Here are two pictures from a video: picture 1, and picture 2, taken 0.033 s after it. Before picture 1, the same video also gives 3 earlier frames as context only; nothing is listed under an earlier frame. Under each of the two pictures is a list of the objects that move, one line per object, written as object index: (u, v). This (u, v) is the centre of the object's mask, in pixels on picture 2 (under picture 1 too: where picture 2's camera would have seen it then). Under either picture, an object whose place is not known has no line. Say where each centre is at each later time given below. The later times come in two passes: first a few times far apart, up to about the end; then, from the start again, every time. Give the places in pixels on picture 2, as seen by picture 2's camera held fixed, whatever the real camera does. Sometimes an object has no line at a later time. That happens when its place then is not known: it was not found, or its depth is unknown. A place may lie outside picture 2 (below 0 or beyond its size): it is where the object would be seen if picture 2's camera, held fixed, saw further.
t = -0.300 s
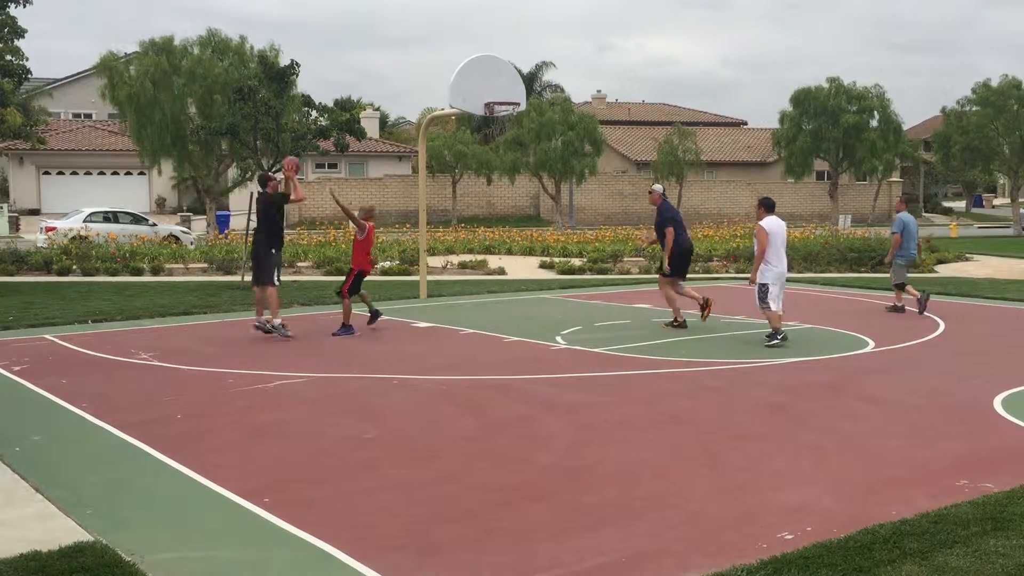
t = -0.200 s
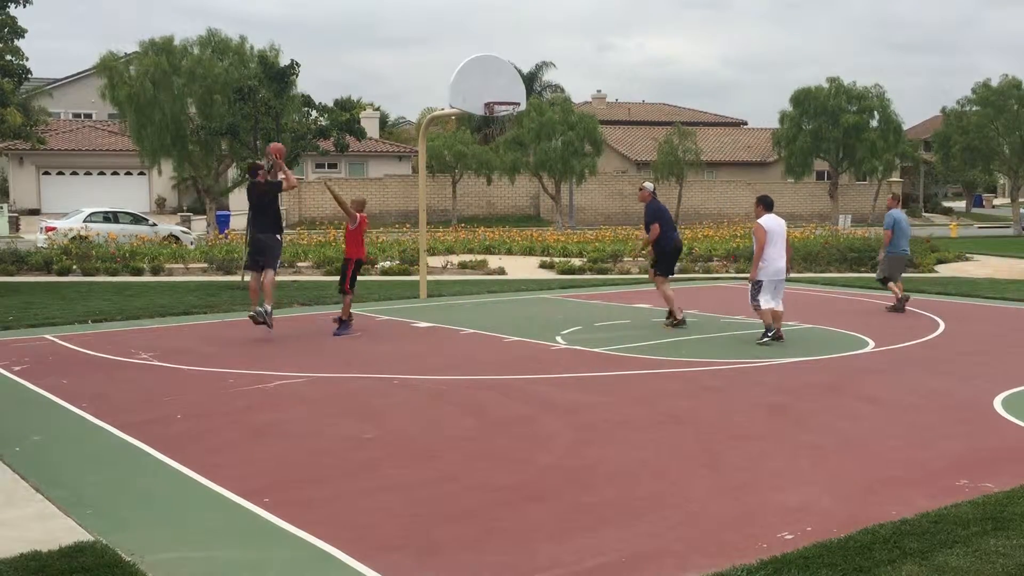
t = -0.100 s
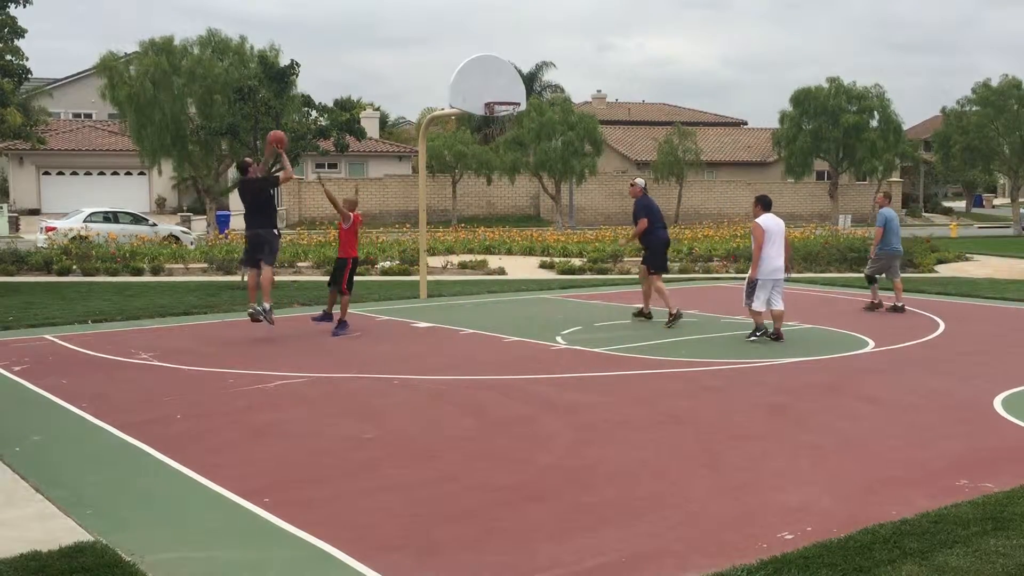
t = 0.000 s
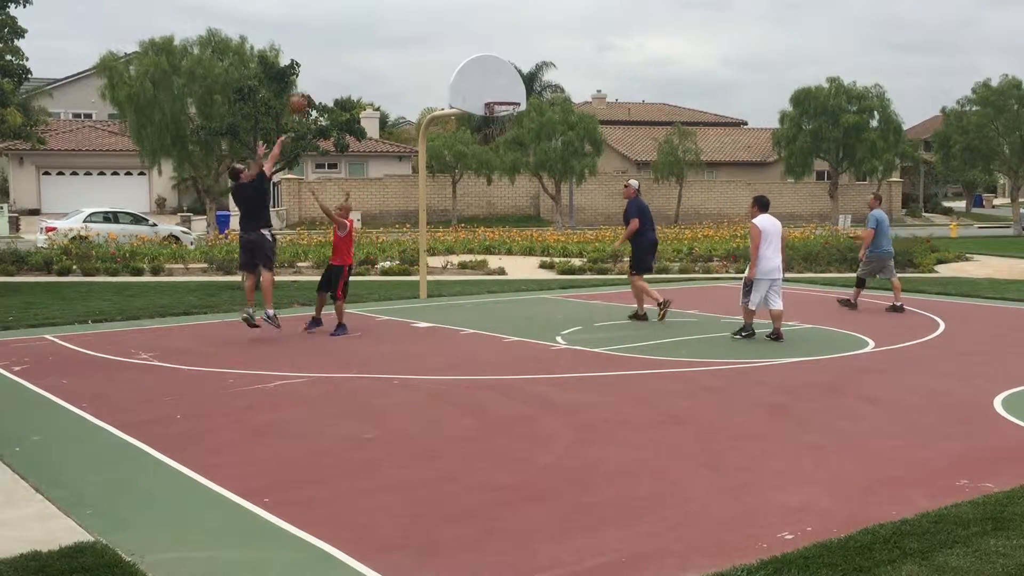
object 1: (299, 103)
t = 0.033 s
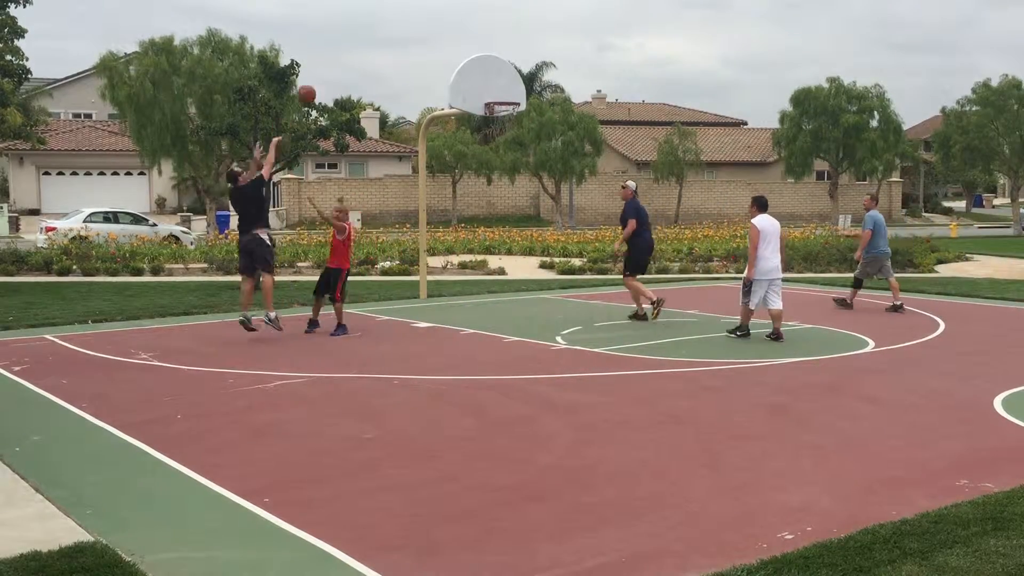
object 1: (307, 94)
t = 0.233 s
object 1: (356, 49)
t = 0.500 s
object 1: (416, 41)
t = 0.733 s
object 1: (464, 74)
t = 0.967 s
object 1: (482, 73)
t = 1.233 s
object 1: (476, 55)
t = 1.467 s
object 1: (471, 81)
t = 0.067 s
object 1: (314, 84)
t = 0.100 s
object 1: (323, 75)
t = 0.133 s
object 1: (331, 67)
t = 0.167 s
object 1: (340, 60)
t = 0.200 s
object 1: (348, 54)
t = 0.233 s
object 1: (356, 49)
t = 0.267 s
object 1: (364, 45)
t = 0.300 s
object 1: (372, 42)
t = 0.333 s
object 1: (379, 40)
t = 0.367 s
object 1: (387, 38)
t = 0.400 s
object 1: (394, 38)
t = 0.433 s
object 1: (402, 38)
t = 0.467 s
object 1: (409, 39)
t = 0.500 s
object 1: (416, 41)
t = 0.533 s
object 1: (423, 43)
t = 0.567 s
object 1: (430, 46)
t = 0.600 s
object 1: (437, 50)
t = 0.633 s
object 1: (444, 55)
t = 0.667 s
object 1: (451, 60)
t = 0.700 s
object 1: (457, 67)
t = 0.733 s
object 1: (464, 74)
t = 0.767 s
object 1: (470, 81)
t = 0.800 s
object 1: (476, 89)
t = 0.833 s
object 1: (483, 94)
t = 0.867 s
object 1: (484, 92)
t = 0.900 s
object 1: (484, 85)
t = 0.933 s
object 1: (483, 79)
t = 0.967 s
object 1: (482, 73)
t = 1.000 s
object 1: (481, 68)
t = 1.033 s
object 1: (480, 64)
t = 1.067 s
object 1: (480, 61)
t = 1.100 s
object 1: (479, 58)
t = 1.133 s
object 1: (478, 56)
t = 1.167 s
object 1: (477, 55)
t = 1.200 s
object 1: (477, 55)
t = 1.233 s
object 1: (476, 55)
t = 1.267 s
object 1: (475, 57)
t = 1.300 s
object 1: (474, 59)
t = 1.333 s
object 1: (474, 62)
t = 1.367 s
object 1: (473, 65)
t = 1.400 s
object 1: (472, 70)
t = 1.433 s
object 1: (472, 75)
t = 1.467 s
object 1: (471, 81)
